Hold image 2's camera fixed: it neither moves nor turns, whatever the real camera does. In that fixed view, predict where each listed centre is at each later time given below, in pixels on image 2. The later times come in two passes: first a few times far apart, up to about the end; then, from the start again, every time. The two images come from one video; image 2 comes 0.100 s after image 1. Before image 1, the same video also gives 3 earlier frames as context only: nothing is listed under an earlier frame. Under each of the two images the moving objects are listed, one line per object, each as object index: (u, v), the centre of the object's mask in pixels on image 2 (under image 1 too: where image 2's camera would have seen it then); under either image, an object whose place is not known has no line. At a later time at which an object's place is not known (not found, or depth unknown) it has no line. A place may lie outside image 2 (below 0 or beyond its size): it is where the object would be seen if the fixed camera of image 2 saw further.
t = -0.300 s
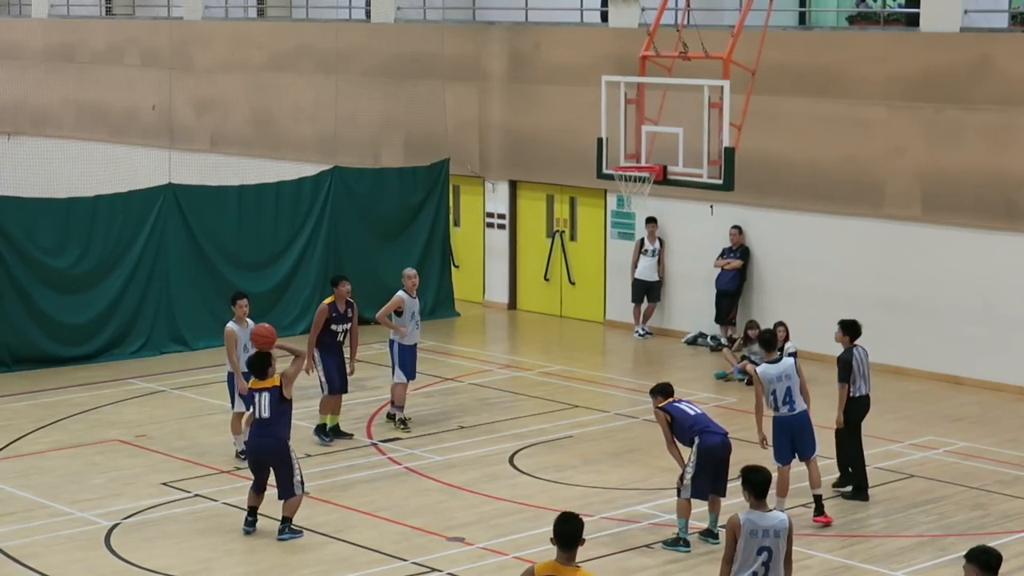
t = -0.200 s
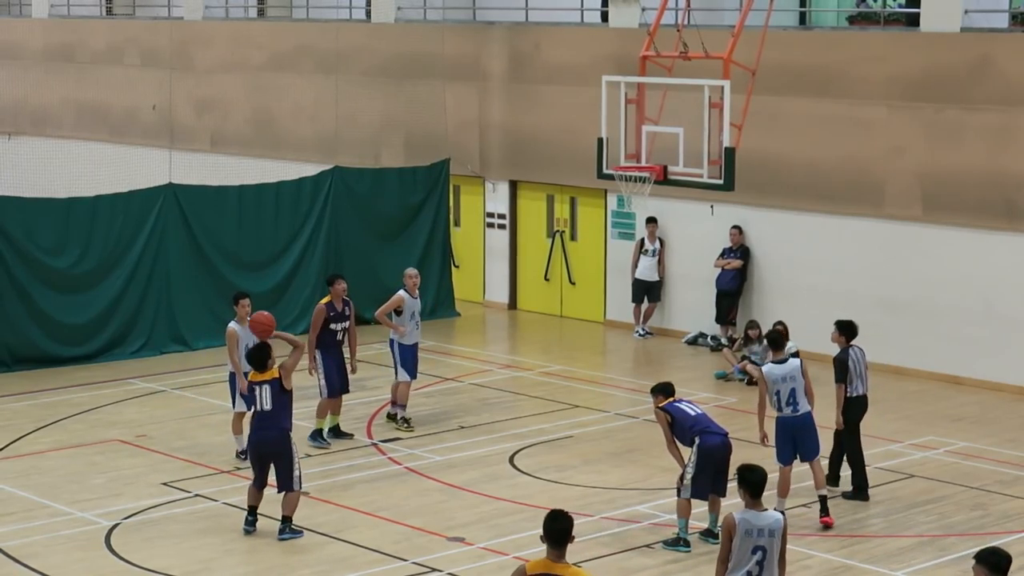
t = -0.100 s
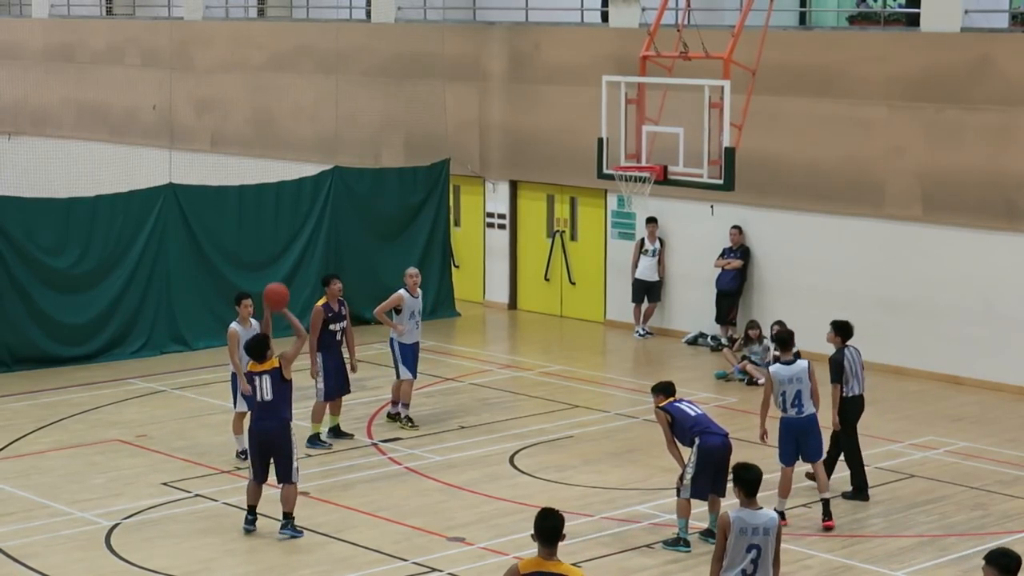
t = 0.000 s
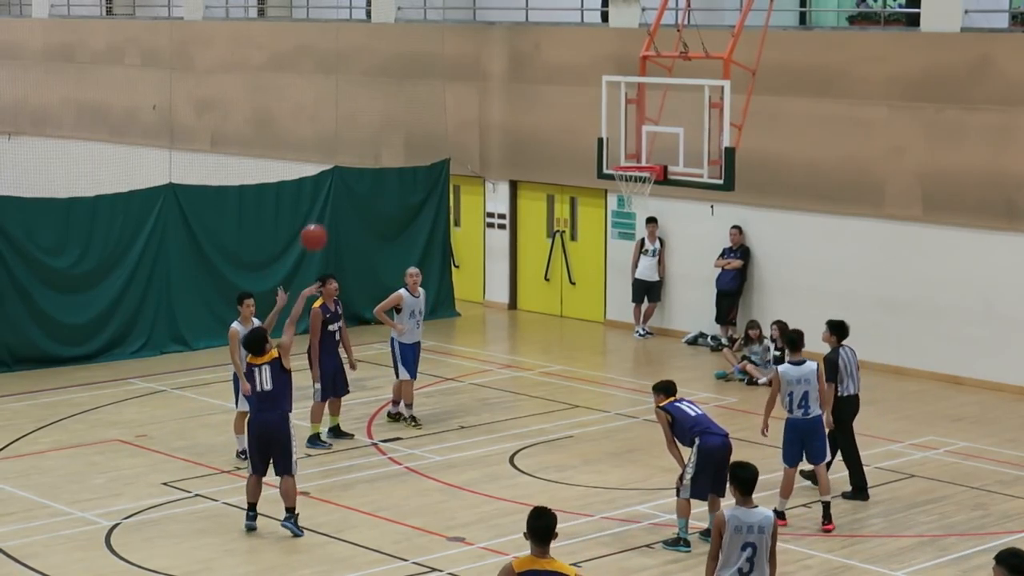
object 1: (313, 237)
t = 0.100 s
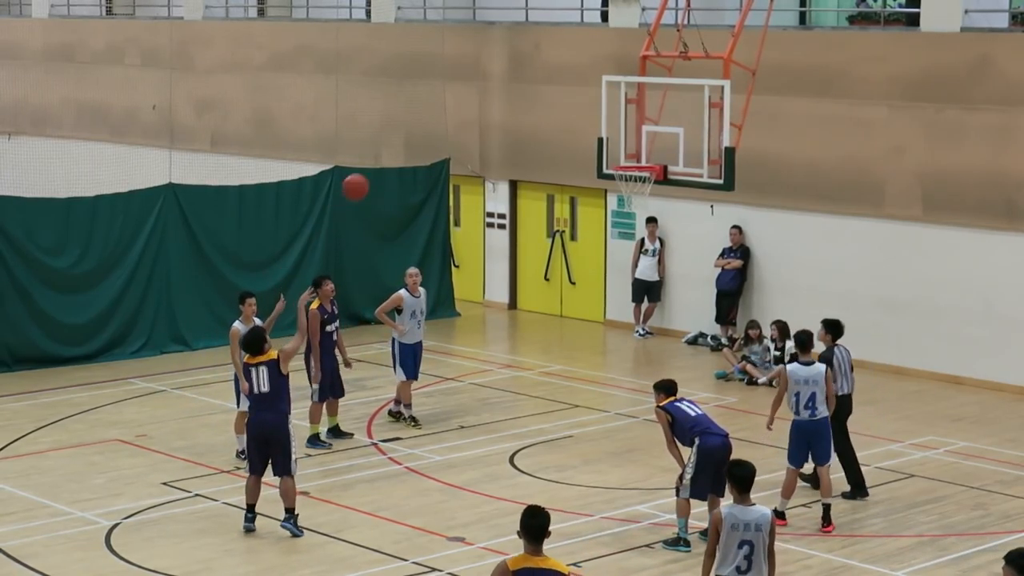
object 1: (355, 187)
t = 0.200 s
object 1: (396, 149)
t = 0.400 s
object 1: (474, 105)
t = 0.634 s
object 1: (559, 106)
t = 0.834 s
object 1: (626, 148)
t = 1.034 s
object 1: (634, 187)
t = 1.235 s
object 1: (605, 213)
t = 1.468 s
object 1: (574, 288)
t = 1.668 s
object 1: (548, 390)
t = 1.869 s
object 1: (528, 400)
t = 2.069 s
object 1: (511, 332)
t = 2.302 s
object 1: (491, 298)
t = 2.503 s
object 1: (473, 309)
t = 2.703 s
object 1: (456, 359)
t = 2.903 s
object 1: (439, 446)
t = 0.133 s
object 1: (369, 174)
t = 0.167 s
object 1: (382, 160)
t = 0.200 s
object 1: (396, 149)
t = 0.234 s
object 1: (409, 139)
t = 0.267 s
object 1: (423, 129)
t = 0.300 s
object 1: (436, 122)
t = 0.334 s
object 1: (448, 115)
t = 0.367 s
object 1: (461, 109)
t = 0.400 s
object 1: (474, 105)
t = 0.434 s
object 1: (486, 101)
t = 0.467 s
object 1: (499, 100)
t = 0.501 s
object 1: (511, 99)
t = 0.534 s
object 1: (523, 99)
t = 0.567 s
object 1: (535, 100)
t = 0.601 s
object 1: (547, 103)
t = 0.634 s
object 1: (559, 106)
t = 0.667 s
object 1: (570, 110)
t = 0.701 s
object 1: (581, 115)
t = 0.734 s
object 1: (592, 122)
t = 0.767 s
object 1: (604, 130)
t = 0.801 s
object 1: (615, 138)
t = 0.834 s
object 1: (626, 148)
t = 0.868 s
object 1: (637, 158)
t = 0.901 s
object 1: (644, 161)
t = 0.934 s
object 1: (644, 165)
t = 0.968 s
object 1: (642, 178)
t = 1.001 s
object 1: (638, 181)
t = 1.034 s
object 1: (634, 187)
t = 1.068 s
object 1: (629, 191)
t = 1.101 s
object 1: (624, 193)
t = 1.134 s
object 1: (619, 196)
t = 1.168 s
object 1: (615, 201)
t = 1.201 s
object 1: (610, 206)
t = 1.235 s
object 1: (605, 213)
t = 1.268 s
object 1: (601, 220)
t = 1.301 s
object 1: (596, 229)
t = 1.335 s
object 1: (592, 239)
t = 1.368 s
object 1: (588, 250)
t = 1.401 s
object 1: (583, 261)
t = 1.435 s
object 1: (579, 274)
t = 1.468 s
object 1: (574, 288)
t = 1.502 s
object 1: (570, 302)
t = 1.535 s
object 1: (565, 318)
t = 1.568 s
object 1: (561, 335)
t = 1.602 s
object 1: (557, 352)
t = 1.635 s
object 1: (552, 371)
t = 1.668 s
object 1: (548, 390)
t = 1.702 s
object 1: (544, 411)
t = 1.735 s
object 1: (540, 432)
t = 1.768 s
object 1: (536, 448)
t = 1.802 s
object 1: (533, 431)
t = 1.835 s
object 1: (530, 415)
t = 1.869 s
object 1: (528, 400)
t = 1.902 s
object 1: (525, 387)
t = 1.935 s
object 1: (522, 374)
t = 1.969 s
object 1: (519, 362)
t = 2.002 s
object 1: (516, 351)
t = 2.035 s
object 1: (514, 341)
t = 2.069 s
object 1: (511, 332)
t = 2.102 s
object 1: (508, 325)
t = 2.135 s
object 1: (505, 318)
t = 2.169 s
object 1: (502, 311)
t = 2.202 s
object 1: (499, 307)
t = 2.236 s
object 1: (496, 303)
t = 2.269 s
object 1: (494, 300)
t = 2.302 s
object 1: (491, 298)
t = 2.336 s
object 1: (488, 298)
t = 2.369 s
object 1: (485, 298)
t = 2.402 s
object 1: (482, 299)
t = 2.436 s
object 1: (479, 302)
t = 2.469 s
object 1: (476, 305)
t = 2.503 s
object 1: (473, 309)
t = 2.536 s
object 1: (470, 315)
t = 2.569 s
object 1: (467, 322)
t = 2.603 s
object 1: (465, 329)
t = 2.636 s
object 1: (462, 338)
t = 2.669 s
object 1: (459, 348)
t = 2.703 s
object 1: (456, 359)
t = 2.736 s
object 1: (453, 371)
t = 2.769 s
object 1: (451, 383)
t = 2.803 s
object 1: (447, 397)
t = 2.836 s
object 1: (445, 412)
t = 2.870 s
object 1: (442, 429)
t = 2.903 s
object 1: (439, 446)
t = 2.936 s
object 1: (436, 465)
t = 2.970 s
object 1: (433, 455)
